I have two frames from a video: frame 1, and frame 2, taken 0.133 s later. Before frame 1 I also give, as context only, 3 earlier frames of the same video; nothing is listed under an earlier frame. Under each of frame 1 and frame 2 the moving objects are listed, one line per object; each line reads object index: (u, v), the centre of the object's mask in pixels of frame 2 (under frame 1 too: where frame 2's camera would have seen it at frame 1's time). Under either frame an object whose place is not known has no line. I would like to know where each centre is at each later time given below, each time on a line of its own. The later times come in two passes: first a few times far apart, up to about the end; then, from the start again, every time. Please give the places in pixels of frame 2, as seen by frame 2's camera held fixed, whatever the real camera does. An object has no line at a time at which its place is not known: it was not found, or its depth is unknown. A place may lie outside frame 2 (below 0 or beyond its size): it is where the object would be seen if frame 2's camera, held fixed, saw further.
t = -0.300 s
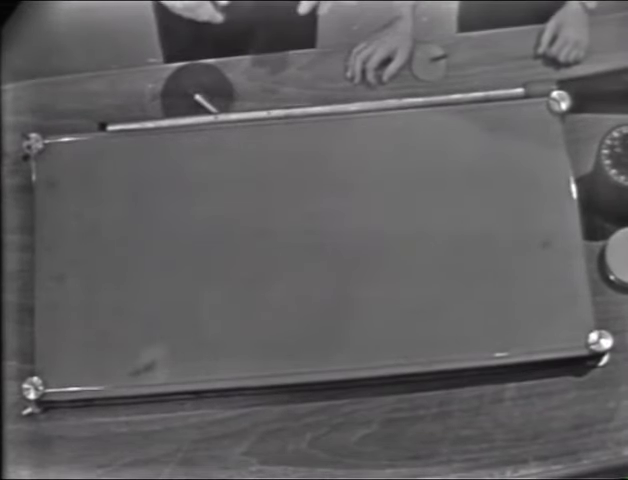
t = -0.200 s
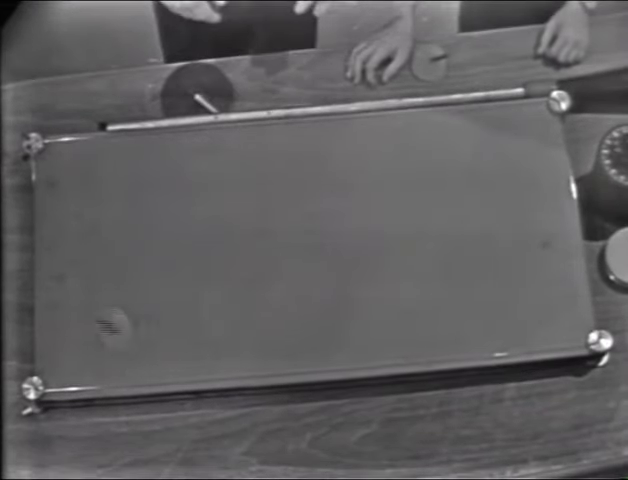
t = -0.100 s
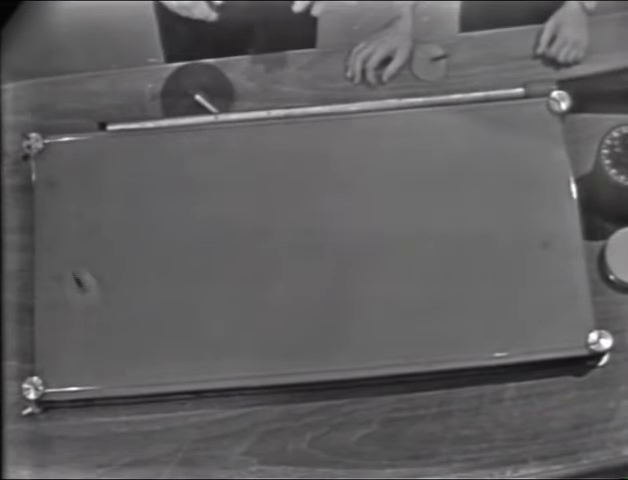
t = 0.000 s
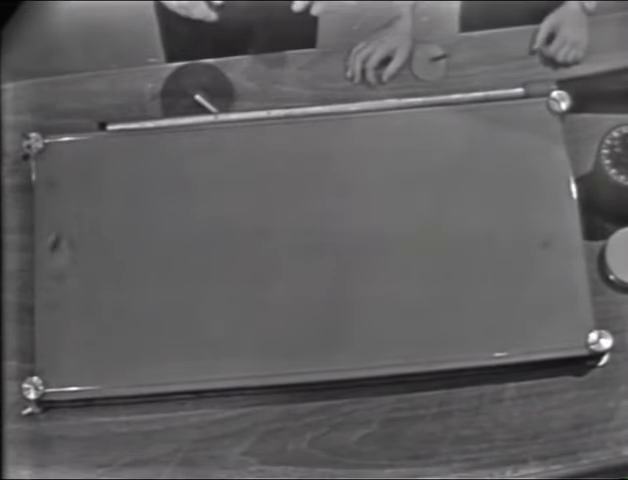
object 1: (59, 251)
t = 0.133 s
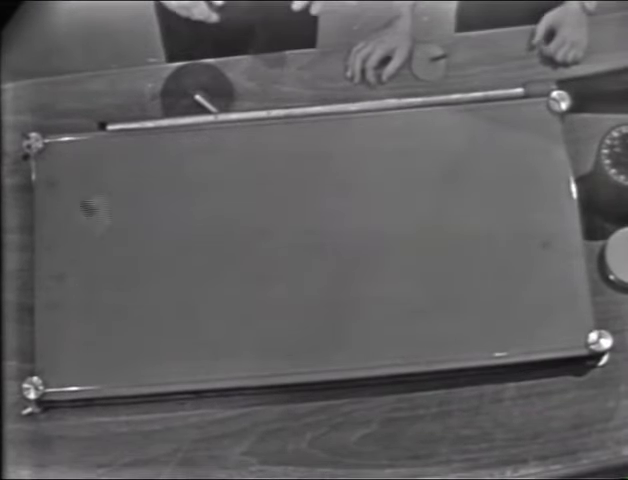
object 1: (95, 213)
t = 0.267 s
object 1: (133, 180)
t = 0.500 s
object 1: (205, 169)
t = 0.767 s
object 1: (279, 227)
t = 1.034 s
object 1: (359, 284)
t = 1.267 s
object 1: (429, 337)
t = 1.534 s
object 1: (480, 292)
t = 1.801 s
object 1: (516, 227)
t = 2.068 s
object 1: (552, 163)
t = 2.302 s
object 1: (511, 130)
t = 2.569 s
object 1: (482, 155)
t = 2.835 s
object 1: (451, 197)
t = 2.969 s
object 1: (434, 217)
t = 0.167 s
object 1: (105, 203)
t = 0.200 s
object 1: (113, 197)
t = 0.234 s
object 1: (122, 188)
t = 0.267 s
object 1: (133, 180)
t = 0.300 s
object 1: (145, 171)
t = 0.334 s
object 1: (155, 164)
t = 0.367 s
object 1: (169, 154)
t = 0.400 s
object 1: (178, 148)
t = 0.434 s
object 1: (187, 154)
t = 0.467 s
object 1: (196, 163)
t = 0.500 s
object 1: (205, 169)
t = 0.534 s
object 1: (215, 176)
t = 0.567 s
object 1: (224, 183)
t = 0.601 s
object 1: (231, 189)
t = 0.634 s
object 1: (242, 197)
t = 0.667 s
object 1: (251, 205)
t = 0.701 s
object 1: (260, 212)
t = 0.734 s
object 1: (269, 219)
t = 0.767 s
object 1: (279, 227)
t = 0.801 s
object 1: (291, 235)
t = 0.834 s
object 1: (299, 240)
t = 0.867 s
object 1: (310, 249)
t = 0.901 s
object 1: (321, 256)
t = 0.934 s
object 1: (330, 264)
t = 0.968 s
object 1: (341, 270)
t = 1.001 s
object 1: (352, 278)
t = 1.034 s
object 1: (359, 284)
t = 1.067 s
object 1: (369, 293)
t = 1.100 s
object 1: (380, 301)
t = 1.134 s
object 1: (389, 308)
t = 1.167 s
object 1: (401, 314)
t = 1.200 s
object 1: (412, 323)
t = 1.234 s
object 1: (422, 331)
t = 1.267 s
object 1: (429, 337)
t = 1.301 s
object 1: (441, 345)
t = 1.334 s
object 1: (449, 342)
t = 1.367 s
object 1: (455, 333)
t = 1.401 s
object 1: (459, 324)
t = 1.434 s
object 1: (464, 315)
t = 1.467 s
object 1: (470, 307)
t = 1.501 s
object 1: (474, 299)
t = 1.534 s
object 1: (480, 292)
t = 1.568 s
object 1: (484, 283)
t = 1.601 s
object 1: (489, 275)
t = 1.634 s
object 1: (493, 267)
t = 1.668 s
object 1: (498, 260)
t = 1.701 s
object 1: (503, 250)
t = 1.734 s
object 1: (507, 242)
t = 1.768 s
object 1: (511, 234)
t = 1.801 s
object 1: (516, 227)
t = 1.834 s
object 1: (520, 219)
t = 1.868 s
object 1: (524, 211)
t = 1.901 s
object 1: (529, 201)
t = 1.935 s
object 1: (534, 194)
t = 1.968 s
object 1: (538, 187)
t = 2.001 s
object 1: (544, 179)
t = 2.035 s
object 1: (549, 173)
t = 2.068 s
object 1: (552, 163)
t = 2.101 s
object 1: (549, 158)
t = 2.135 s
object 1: (542, 153)
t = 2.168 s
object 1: (535, 148)
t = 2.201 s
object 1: (530, 142)
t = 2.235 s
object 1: (525, 139)
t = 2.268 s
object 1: (518, 134)
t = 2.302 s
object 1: (511, 130)
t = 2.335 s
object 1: (504, 124)
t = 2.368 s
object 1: (500, 123)
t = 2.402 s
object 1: (497, 126)
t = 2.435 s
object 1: (493, 131)
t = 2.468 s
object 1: (491, 141)
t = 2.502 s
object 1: (488, 146)
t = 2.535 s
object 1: (484, 150)
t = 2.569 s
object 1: (482, 155)
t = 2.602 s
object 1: (479, 161)
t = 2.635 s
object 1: (475, 167)
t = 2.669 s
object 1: (469, 173)
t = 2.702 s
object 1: (466, 178)
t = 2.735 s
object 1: (463, 183)
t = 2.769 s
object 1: (458, 188)
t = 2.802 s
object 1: (454, 192)
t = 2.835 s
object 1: (451, 197)
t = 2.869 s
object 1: (446, 203)
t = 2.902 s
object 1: (443, 207)
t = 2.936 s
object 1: (438, 212)
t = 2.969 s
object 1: (434, 217)
